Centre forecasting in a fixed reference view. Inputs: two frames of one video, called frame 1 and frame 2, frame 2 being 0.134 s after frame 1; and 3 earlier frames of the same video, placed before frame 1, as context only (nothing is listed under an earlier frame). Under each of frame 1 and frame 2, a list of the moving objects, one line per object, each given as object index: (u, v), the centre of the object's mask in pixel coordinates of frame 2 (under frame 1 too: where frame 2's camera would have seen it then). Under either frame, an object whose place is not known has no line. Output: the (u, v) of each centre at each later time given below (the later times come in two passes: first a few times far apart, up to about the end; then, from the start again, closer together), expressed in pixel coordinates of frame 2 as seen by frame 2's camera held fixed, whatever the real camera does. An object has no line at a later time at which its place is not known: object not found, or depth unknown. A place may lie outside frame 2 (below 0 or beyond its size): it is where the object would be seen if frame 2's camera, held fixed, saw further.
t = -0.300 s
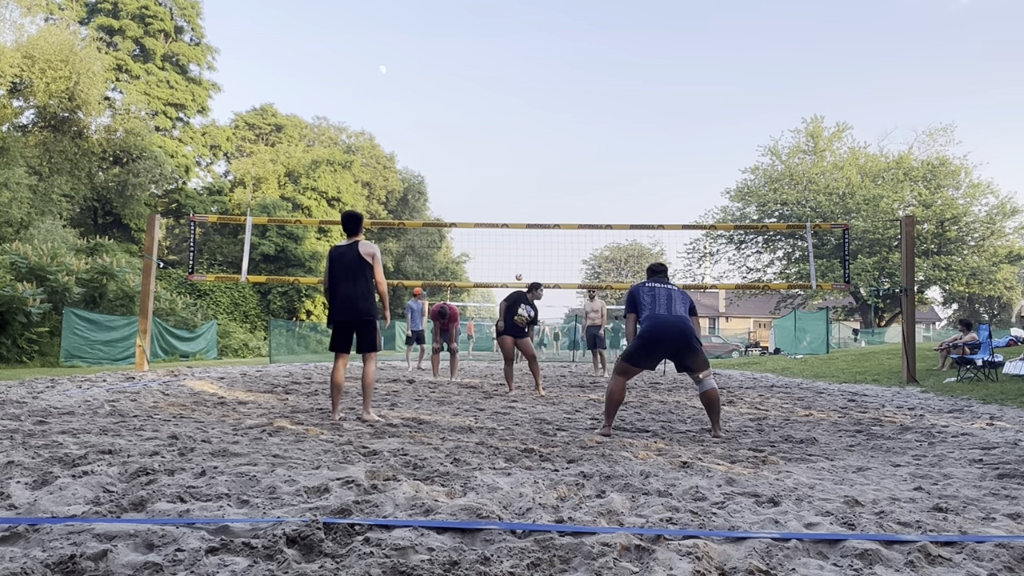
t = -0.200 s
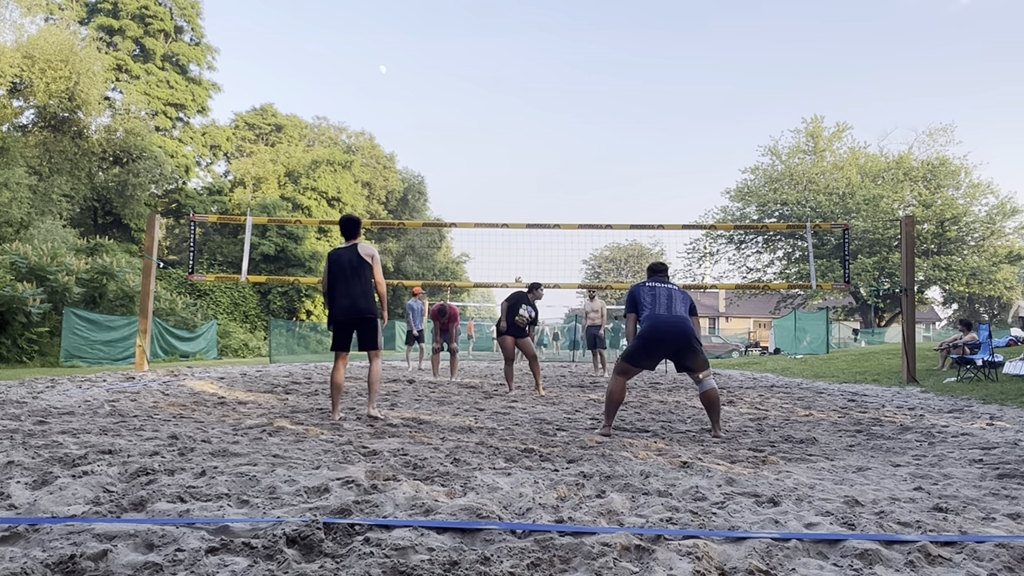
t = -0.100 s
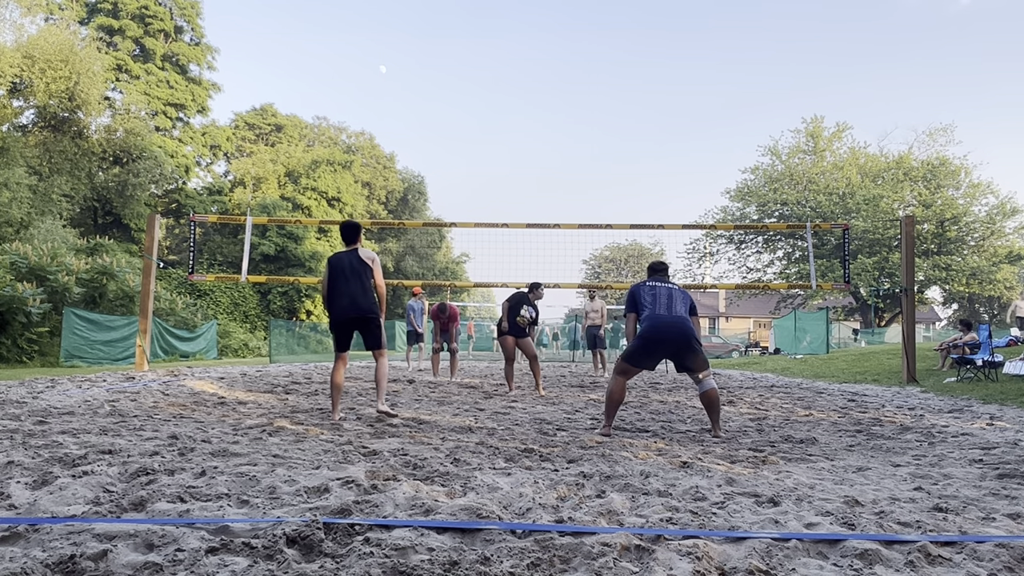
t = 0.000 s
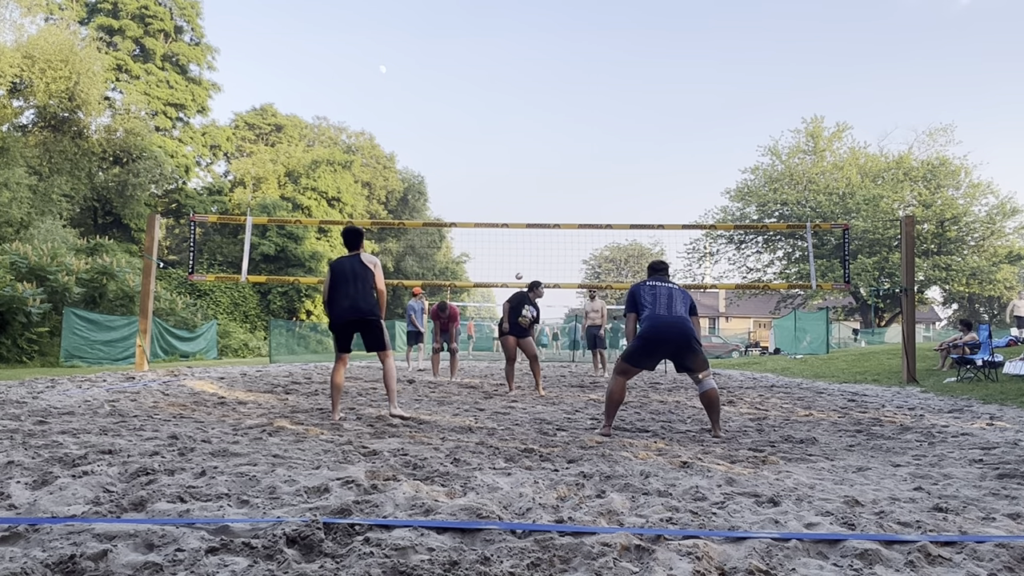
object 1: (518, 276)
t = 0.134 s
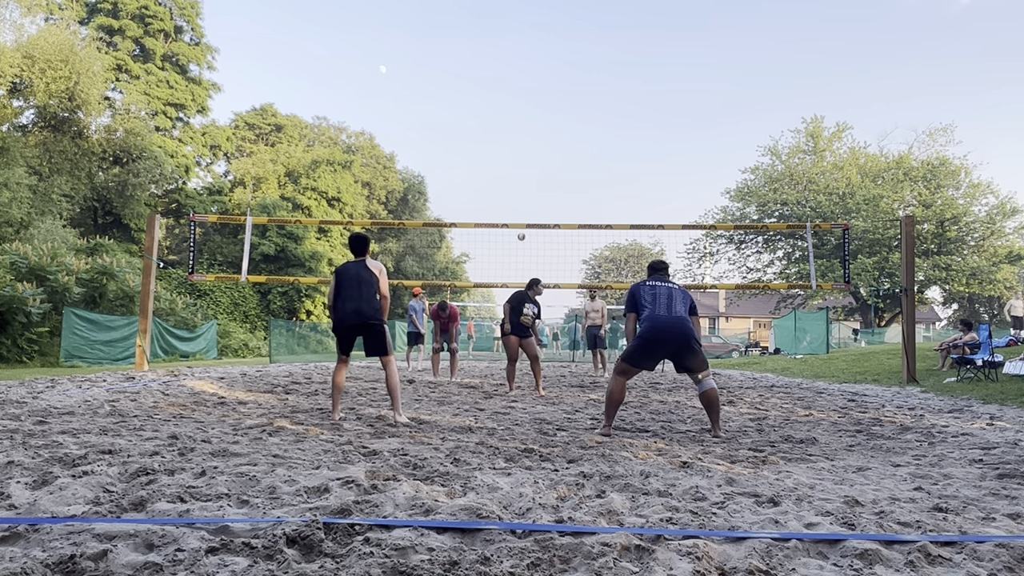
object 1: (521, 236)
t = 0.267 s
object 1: (523, 200)
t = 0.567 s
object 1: (526, 129)
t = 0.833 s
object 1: (527, 86)
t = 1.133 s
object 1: (524, 80)
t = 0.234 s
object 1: (522, 209)
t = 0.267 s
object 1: (523, 200)
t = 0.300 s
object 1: (523, 191)
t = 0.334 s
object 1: (524, 182)
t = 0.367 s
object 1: (524, 174)
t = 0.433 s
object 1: (525, 158)
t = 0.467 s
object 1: (525, 150)
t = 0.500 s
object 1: (525, 143)
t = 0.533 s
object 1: (526, 136)
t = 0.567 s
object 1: (526, 129)
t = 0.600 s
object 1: (527, 122)
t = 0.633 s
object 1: (527, 116)
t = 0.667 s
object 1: (528, 110)
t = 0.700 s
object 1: (527, 104)
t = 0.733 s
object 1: (528, 99)
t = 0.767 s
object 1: (528, 94)
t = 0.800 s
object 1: (528, 90)
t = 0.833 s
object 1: (527, 86)
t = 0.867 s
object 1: (527, 83)
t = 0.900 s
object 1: (527, 80)
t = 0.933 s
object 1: (526, 78)
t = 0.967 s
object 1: (526, 77)
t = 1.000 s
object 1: (525, 76)
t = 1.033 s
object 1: (525, 76)
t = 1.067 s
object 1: (525, 77)
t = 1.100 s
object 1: (524, 78)
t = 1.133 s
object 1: (524, 80)
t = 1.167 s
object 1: (524, 84)
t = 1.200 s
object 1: (523, 88)
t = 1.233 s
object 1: (522, 93)
